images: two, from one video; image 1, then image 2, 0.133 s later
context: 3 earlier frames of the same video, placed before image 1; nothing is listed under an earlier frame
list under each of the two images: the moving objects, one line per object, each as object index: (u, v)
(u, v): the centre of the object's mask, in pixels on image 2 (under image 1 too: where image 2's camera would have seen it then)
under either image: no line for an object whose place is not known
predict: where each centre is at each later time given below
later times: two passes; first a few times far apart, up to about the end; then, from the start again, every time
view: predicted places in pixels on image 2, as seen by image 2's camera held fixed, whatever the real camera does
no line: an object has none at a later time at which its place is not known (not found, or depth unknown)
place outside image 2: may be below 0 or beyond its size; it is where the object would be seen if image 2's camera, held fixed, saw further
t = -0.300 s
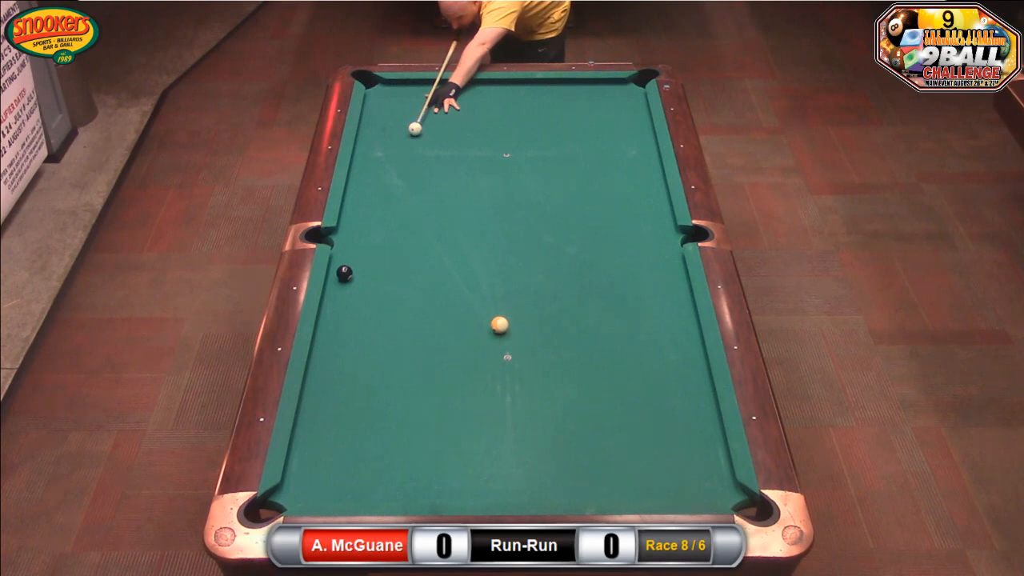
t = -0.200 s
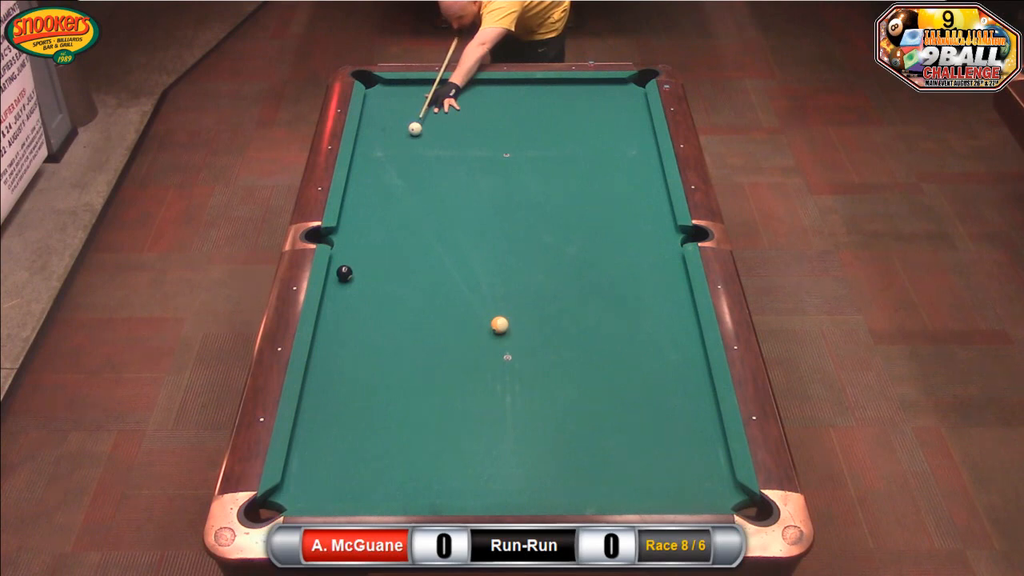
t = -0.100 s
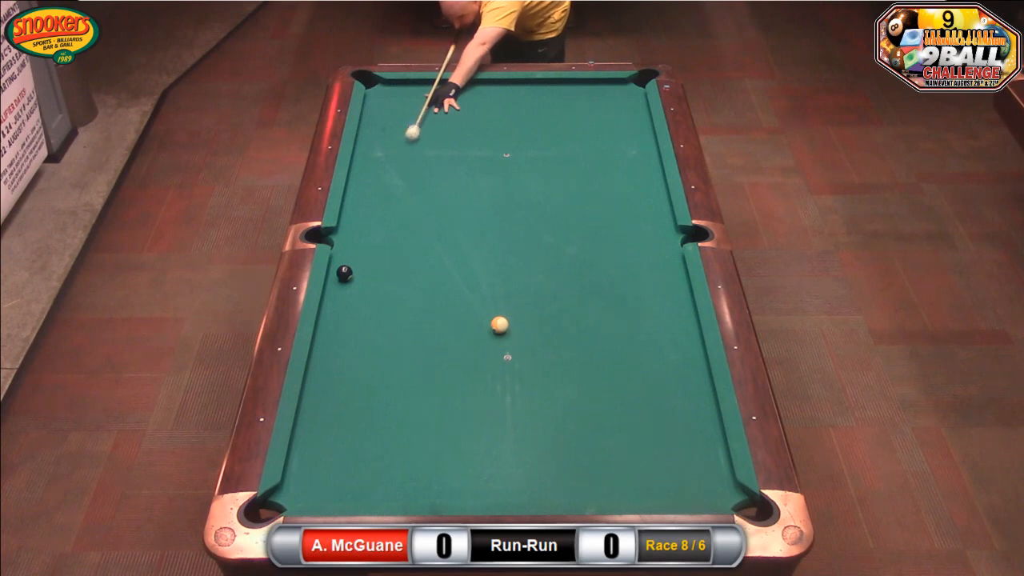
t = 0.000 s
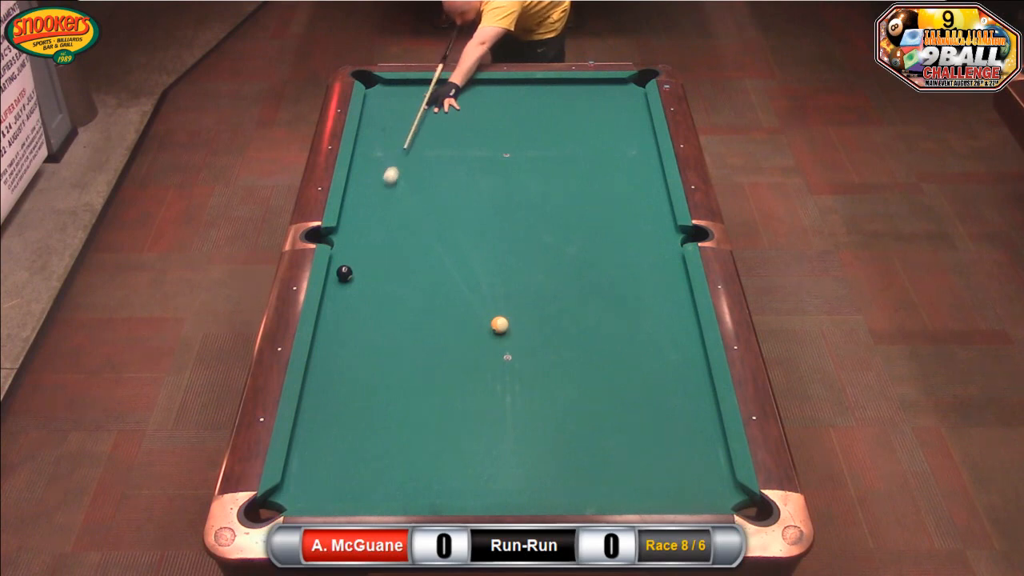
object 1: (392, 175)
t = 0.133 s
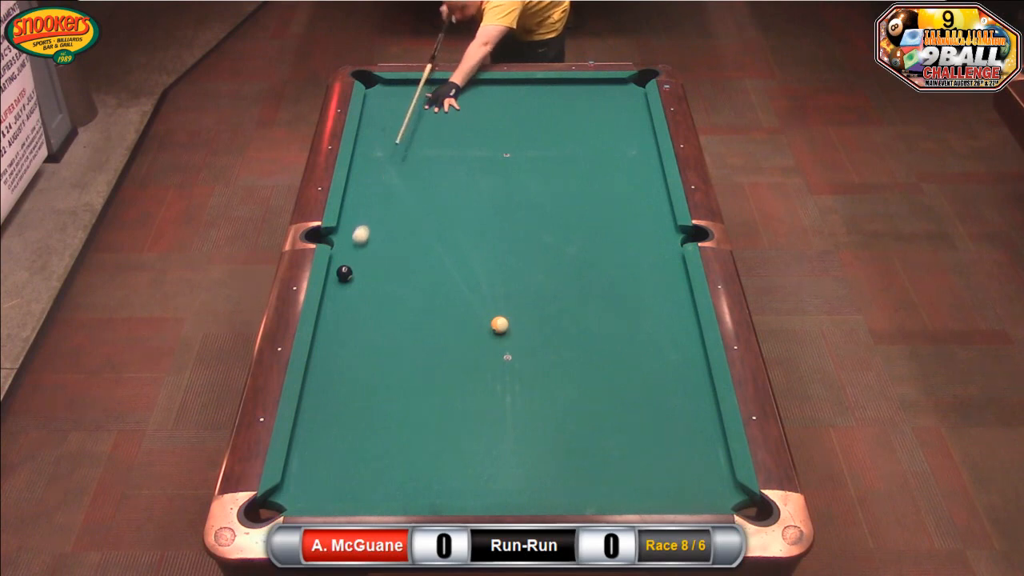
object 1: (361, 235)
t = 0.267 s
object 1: (337, 264)
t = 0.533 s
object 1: (348, 272)
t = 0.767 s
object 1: (360, 281)
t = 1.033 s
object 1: (371, 290)
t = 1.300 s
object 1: (381, 299)
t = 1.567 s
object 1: (391, 307)
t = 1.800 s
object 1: (399, 313)
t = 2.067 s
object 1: (406, 320)
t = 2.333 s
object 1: (413, 326)
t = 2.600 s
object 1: (420, 331)
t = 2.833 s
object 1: (424, 334)
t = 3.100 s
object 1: (428, 338)
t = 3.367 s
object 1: (431, 340)
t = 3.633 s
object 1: (433, 342)
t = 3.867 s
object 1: (433, 343)
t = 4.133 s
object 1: (433, 342)
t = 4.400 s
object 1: (433, 343)
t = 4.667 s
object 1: (433, 342)
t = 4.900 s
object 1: (433, 343)
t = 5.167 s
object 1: (433, 343)
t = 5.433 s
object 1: (433, 343)
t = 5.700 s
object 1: (433, 343)
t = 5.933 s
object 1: (433, 343)
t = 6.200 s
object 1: (433, 342)
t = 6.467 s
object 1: (433, 343)
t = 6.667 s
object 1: (433, 343)
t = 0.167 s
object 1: (353, 249)
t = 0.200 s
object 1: (346, 262)
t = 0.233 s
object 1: (342, 263)
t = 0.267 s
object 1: (337, 264)
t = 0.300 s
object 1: (336, 264)
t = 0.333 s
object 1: (339, 265)
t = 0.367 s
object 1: (341, 266)
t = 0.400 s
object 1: (342, 267)
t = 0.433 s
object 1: (344, 269)
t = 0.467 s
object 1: (345, 270)
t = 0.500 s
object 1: (347, 271)
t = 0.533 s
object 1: (348, 272)
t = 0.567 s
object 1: (350, 274)
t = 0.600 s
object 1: (352, 275)
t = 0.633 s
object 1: (353, 276)
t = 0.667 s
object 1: (355, 277)
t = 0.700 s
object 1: (356, 279)
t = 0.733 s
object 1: (358, 280)
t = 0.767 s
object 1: (360, 281)
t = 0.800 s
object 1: (361, 282)
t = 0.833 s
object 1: (362, 283)
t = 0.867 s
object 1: (364, 285)
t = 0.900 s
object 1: (365, 286)
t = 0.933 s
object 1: (367, 287)
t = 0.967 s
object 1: (368, 288)
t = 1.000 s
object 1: (370, 289)
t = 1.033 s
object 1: (371, 290)
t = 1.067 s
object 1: (372, 291)
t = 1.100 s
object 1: (374, 292)
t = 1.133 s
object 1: (375, 294)
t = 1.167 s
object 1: (376, 295)
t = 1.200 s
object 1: (378, 296)
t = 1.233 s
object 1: (379, 297)
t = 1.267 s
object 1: (380, 298)
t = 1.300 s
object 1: (381, 299)
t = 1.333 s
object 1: (383, 300)
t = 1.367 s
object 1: (384, 301)
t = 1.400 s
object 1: (385, 302)
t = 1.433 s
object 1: (386, 303)
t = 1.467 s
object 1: (388, 304)
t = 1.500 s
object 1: (389, 305)
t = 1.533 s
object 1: (390, 306)
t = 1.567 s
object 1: (391, 307)
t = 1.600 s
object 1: (392, 308)
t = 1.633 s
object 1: (393, 308)
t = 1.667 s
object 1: (395, 309)
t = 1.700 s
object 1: (396, 310)
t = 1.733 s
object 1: (397, 311)
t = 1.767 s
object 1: (398, 312)
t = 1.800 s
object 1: (399, 313)
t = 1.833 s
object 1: (400, 314)
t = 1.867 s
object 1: (401, 315)
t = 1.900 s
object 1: (402, 315)
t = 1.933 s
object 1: (403, 316)
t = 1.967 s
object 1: (404, 317)
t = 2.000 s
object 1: (405, 318)
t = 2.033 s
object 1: (406, 319)
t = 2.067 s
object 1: (406, 320)
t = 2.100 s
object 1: (407, 320)
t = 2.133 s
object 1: (408, 321)
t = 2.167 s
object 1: (409, 322)
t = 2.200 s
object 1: (410, 323)
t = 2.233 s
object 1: (411, 323)
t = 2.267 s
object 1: (412, 324)
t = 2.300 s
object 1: (412, 325)
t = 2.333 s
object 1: (413, 326)
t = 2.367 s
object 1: (414, 326)
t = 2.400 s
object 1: (415, 327)
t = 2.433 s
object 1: (416, 327)
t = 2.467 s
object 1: (417, 328)
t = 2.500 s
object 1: (417, 329)
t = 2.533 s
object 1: (418, 329)
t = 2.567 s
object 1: (419, 330)
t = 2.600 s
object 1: (420, 331)
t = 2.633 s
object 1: (420, 331)
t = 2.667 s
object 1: (421, 332)
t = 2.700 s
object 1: (422, 332)
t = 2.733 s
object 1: (422, 333)
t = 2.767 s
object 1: (423, 333)
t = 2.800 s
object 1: (424, 334)
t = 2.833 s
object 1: (424, 334)
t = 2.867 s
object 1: (425, 335)
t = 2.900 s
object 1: (425, 335)
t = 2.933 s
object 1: (426, 336)
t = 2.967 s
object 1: (426, 336)
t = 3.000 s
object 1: (427, 337)
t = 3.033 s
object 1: (427, 337)
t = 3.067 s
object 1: (428, 337)
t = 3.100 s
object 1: (428, 338)
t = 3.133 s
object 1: (429, 338)
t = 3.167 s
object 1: (429, 339)
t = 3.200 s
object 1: (429, 339)
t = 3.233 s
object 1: (430, 339)
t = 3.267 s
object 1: (430, 339)
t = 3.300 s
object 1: (431, 340)
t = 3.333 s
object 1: (431, 340)
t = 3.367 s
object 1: (431, 340)
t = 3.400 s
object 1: (432, 340)
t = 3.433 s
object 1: (432, 341)
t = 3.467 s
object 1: (432, 341)
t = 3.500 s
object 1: (433, 341)
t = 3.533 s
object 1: (433, 342)
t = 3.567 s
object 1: (433, 342)
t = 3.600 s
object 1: (433, 342)
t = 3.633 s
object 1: (433, 342)
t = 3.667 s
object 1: (433, 342)
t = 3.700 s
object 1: (433, 342)
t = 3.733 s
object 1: (433, 342)
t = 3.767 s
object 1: (433, 342)
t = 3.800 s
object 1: (433, 343)
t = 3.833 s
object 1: (433, 343)
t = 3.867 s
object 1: (433, 343)
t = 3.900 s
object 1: (433, 343)
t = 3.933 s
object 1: (433, 343)
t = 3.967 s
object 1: (433, 343)
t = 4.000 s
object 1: (433, 343)
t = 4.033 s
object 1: (433, 343)
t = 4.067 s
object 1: (433, 343)
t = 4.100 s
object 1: (433, 343)
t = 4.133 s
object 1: (433, 342)
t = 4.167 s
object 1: (433, 343)
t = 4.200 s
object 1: (433, 342)
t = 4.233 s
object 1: (433, 342)
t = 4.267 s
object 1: (433, 342)
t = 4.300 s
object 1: (433, 342)
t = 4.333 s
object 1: (433, 343)
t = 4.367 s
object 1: (433, 342)
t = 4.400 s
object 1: (433, 343)
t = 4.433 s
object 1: (433, 342)
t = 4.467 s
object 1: (433, 342)
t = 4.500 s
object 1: (433, 342)
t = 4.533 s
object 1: (433, 342)
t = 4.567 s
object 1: (433, 342)
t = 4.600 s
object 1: (433, 343)
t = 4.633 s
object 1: (433, 343)
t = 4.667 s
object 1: (433, 342)
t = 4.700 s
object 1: (433, 343)
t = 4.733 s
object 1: (433, 343)
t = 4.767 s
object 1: (433, 342)
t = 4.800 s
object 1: (433, 343)
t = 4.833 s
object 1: (433, 343)
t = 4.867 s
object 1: (433, 343)
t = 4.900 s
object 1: (433, 343)
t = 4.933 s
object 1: (433, 343)
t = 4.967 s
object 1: (433, 343)
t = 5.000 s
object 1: (433, 343)
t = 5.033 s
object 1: (433, 343)
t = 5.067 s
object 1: (433, 343)
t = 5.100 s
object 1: (433, 343)
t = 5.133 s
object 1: (433, 343)
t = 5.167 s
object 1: (433, 343)
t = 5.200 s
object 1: (433, 343)
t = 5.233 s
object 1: (433, 343)
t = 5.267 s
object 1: (433, 343)
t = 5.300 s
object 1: (433, 342)
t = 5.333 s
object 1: (433, 343)
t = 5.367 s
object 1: (433, 343)
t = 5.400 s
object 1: (433, 343)
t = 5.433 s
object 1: (433, 343)
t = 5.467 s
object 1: (433, 343)
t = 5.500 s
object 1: (433, 343)
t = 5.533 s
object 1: (433, 343)
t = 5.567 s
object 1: (433, 343)
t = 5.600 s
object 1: (433, 343)
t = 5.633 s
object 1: (433, 343)
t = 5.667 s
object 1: (433, 343)
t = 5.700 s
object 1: (433, 343)
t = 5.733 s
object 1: (433, 343)
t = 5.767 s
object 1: (433, 343)
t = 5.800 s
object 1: (433, 343)
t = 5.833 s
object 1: (433, 343)
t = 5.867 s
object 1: (433, 343)
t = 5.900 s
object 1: (433, 343)
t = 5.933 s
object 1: (433, 343)
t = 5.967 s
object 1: (433, 342)
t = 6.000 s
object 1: (433, 342)
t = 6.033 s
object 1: (433, 342)
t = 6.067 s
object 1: (433, 342)
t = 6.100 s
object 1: (433, 343)
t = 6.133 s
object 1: (433, 342)
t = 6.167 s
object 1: (433, 342)
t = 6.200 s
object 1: (433, 342)
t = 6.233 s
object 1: (433, 342)
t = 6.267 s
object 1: (433, 342)
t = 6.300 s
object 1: (433, 342)
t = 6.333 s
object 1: (433, 343)
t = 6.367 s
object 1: (433, 342)
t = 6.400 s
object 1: (433, 342)
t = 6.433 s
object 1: (433, 343)
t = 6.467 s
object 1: (433, 343)
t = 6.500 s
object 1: (433, 343)
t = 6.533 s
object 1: (433, 343)
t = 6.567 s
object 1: (433, 343)
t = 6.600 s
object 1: (433, 343)
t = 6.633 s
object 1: (433, 343)
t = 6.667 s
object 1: (433, 343)
